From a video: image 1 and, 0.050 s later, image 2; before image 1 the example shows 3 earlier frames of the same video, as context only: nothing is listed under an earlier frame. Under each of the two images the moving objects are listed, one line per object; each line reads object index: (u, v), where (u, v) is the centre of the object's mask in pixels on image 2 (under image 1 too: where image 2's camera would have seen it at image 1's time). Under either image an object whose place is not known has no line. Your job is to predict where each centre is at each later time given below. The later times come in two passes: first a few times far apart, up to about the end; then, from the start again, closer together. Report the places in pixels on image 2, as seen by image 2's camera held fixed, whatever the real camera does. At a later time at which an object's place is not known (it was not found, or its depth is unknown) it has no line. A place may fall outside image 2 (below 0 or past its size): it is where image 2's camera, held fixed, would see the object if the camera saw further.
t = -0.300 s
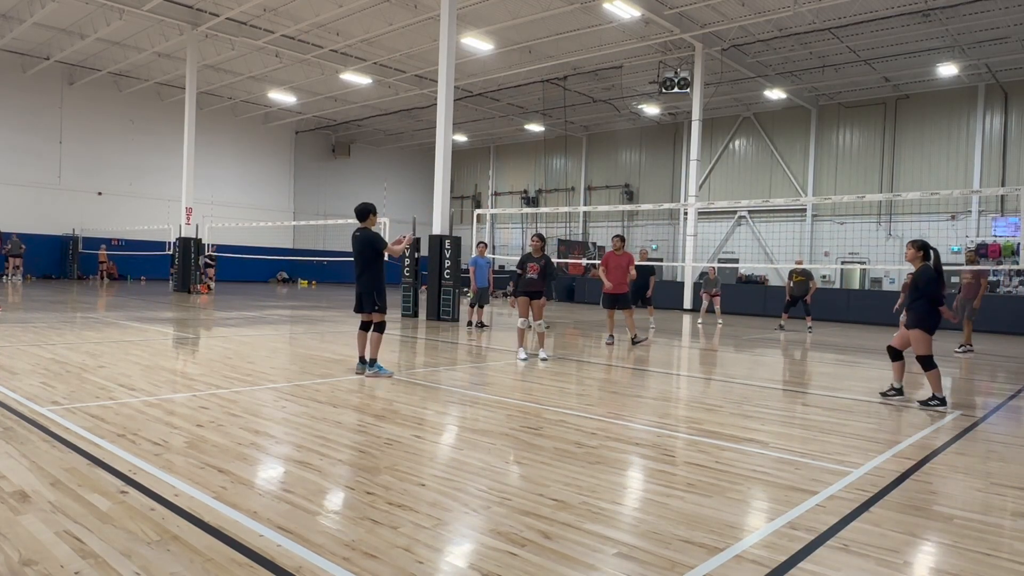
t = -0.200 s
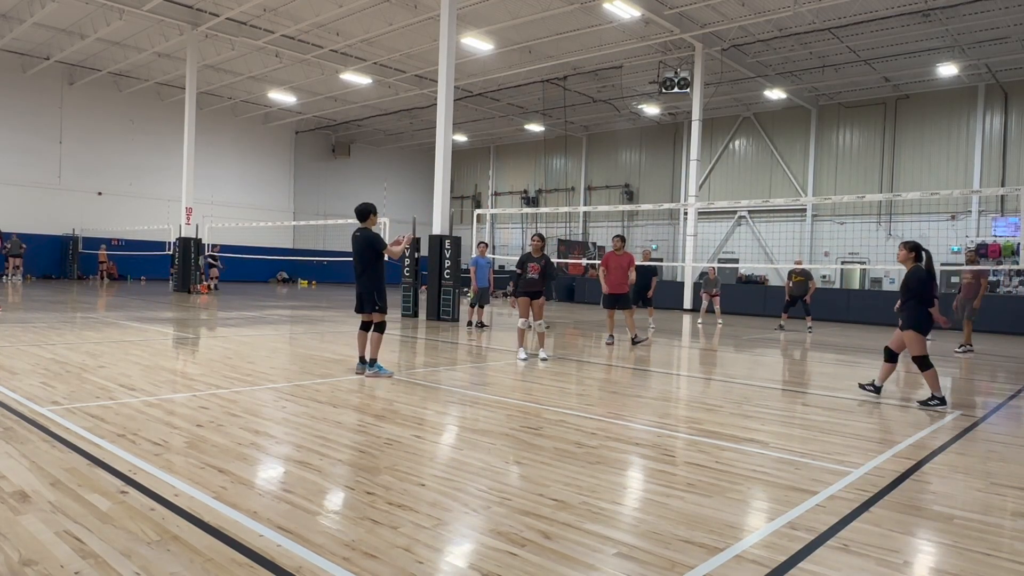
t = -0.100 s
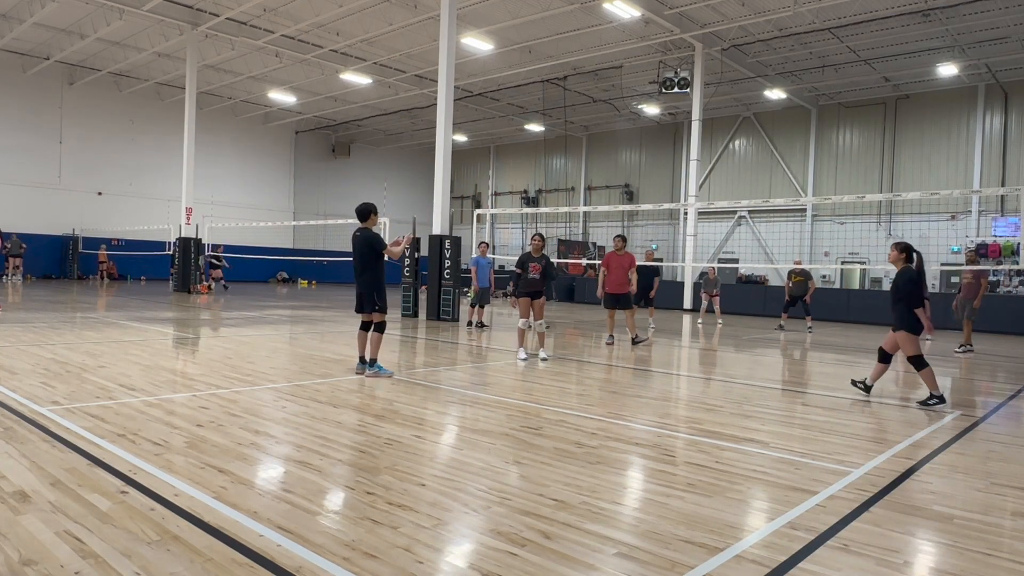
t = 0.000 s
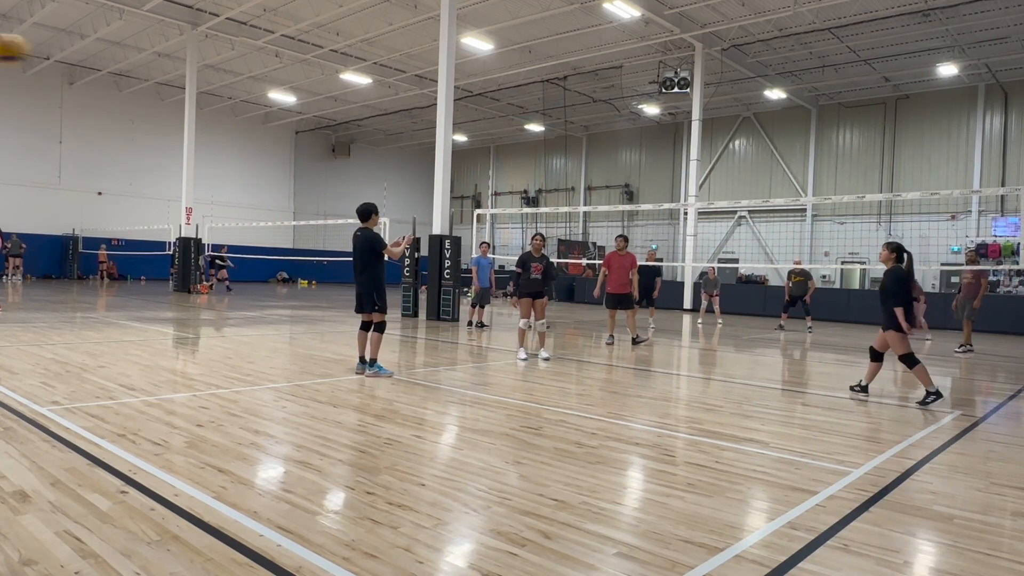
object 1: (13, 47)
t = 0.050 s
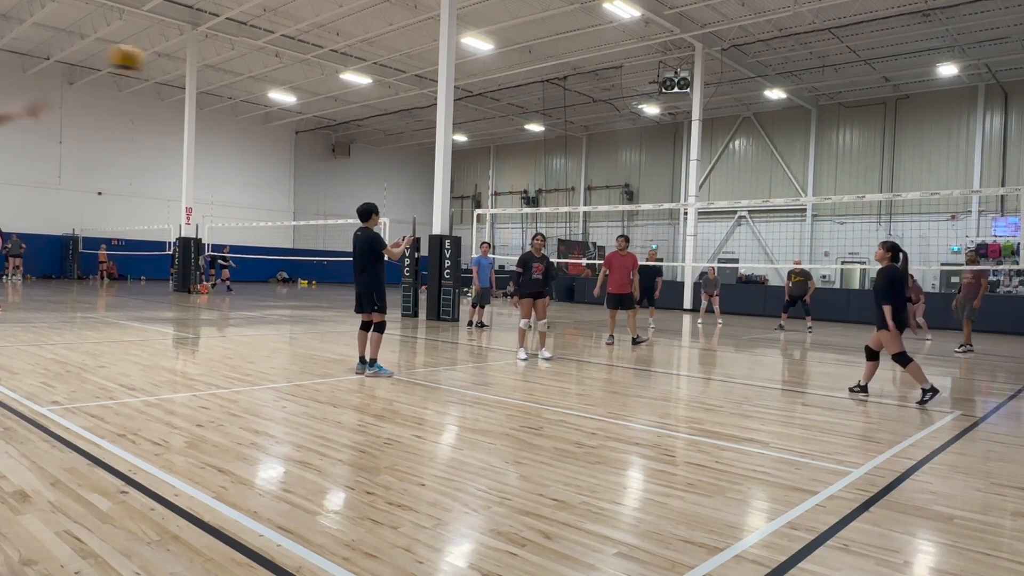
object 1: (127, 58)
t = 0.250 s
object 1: (423, 102)
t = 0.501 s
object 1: (614, 163)
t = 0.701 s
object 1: (690, 202)
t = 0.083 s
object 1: (192, 64)
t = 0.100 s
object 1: (222, 67)
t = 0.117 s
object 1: (250, 71)
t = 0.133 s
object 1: (276, 74)
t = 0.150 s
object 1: (301, 78)
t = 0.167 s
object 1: (323, 82)
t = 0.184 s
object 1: (345, 87)
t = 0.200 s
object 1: (366, 93)
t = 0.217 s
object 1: (386, 94)
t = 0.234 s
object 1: (404, 99)
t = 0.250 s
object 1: (423, 102)
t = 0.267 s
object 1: (439, 106)
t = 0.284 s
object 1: (456, 111)
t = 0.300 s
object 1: (470, 113)
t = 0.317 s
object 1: (485, 118)
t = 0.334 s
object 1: (500, 122)
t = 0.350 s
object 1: (513, 126)
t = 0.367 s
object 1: (525, 130)
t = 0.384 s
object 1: (539, 137)
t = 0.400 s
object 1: (550, 139)
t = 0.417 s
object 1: (561, 143)
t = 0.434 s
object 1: (572, 146)
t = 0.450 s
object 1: (583, 150)
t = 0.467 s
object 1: (594, 155)
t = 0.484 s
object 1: (604, 159)
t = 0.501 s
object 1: (614, 163)
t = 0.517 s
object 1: (623, 168)
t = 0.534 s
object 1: (632, 173)
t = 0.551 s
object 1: (641, 177)
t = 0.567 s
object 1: (649, 181)
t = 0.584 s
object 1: (657, 185)
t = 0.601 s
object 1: (666, 190)
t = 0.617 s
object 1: (673, 195)
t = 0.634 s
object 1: (681, 201)
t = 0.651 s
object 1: (686, 204)
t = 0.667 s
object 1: (687, 204)
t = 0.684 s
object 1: (689, 204)
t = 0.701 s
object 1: (690, 202)
